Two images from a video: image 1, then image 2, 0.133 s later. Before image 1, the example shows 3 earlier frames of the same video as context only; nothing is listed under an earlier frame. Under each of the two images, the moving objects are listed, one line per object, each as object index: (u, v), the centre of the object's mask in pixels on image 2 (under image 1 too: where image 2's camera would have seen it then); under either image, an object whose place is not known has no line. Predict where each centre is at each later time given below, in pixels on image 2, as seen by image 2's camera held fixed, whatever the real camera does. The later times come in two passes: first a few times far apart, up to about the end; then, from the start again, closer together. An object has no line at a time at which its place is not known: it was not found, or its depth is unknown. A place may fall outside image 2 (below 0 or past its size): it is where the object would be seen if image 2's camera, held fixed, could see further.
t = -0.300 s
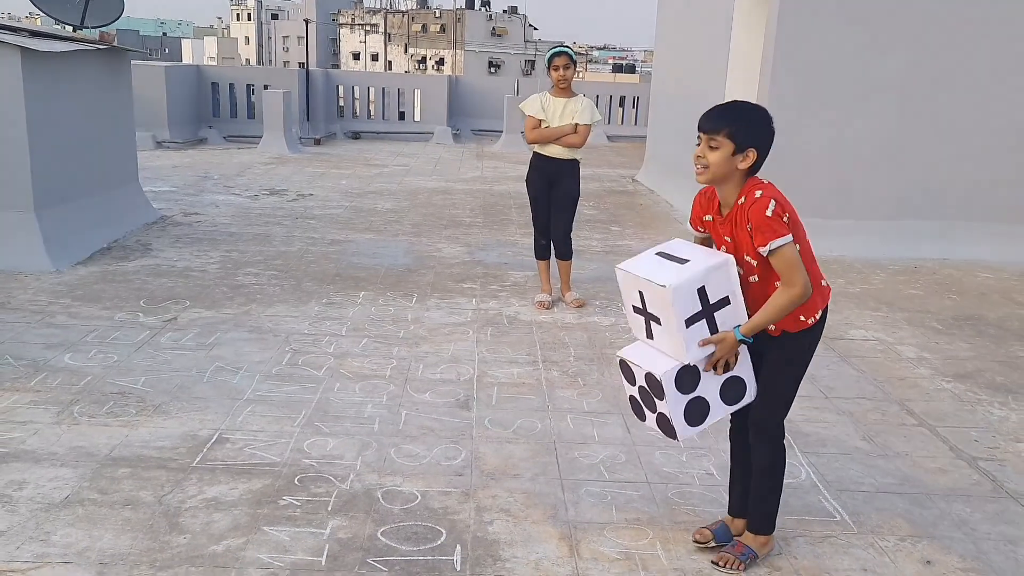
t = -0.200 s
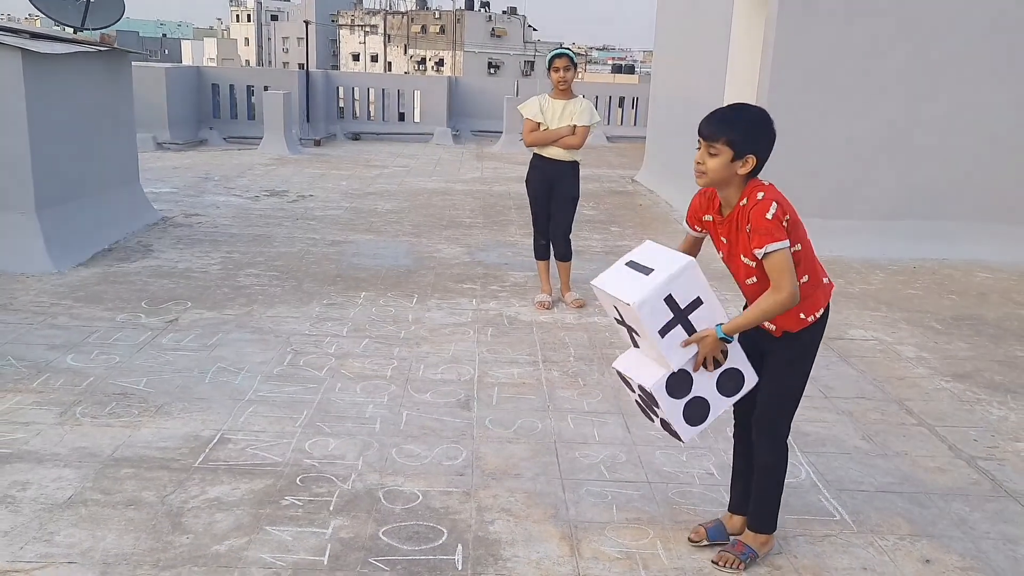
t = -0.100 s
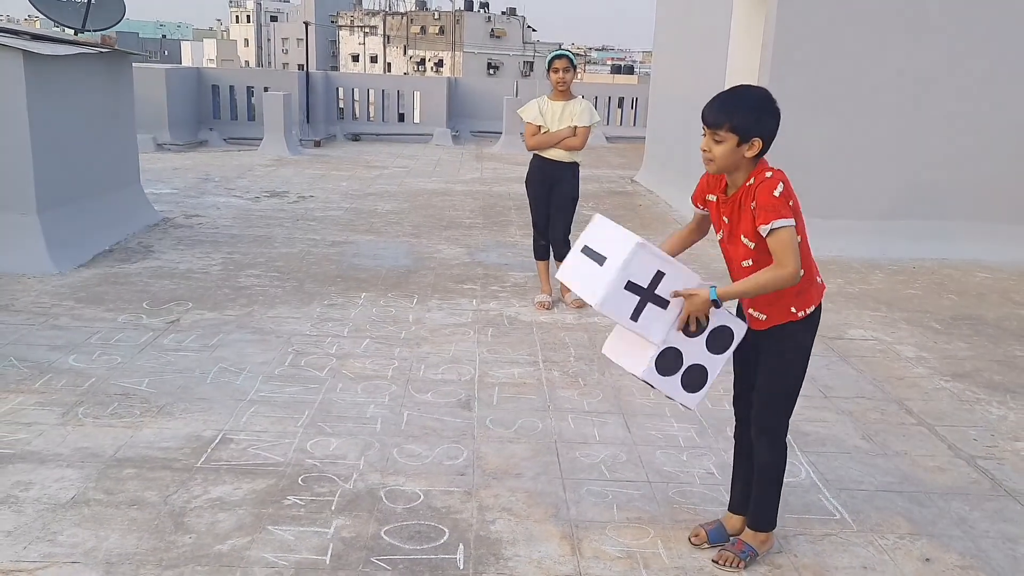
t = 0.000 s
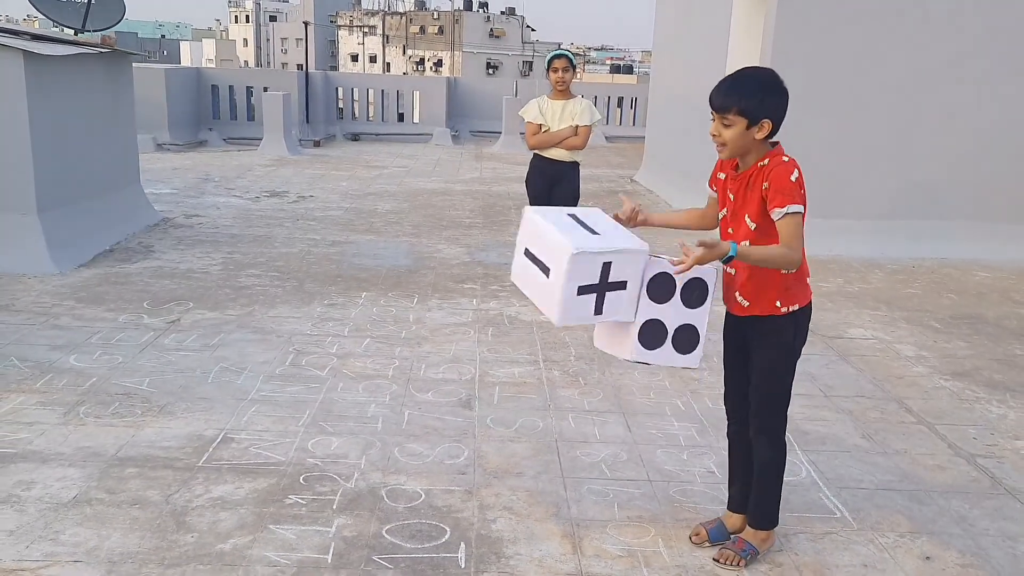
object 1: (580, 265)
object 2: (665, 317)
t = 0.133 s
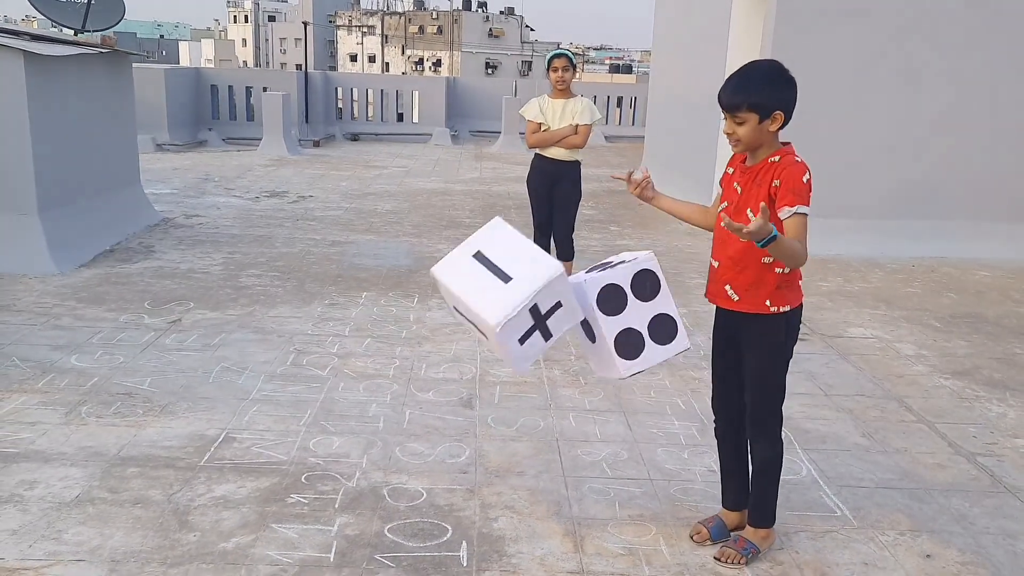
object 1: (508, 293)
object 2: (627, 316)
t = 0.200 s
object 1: (470, 332)
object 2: (610, 338)
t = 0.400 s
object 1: (367, 524)
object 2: (556, 490)
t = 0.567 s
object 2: (558, 516)
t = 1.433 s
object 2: (567, 544)
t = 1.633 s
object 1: (379, 532)
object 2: (567, 544)
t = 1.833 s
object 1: (379, 532)
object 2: (568, 544)
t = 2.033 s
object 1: (379, 532)
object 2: (568, 544)
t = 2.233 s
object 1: (379, 532)
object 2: (567, 544)
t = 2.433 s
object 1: (379, 532)
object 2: (568, 544)
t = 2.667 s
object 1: (379, 532)
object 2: (567, 545)
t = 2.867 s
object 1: (379, 533)
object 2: (567, 546)
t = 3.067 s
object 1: (379, 533)
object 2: (567, 546)
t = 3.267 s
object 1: (379, 533)
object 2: (568, 546)
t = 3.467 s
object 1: (379, 533)
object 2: (568, 546)
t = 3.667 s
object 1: (379, 532)
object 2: (568, 546)
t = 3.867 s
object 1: (379, 532)
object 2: (568, 546)
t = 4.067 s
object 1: (379, 532)
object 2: (568, 546)
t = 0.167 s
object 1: (489, 310)
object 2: (618, 325)
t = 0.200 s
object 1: (470, 332)
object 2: (610, 338)
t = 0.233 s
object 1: (451, 358)
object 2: (601, 354)
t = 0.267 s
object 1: (433, 387)
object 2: (592, 375)
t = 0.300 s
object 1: (416, 418)
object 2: (583, 400)
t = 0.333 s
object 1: (400, 453)
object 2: (574, 428)
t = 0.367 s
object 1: (383, 490)
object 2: (565, 457)
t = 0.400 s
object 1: (367, 524)
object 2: (556, 490)
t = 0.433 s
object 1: (364, 526)
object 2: (550, 518)
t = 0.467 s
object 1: (365, 521)
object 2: (559, 525)
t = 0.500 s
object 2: (560, 521)
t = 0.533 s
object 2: (559, 517)
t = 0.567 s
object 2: (558, 516)
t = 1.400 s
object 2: (566, 544)
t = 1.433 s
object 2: (567, 544)
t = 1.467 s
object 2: (567, 545)
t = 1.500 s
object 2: (567, 544)
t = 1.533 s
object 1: (379, 532)
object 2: (567, 544)
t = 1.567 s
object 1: (379, 532)
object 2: (568, 544)
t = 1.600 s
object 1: (379, 532)
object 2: (567, 544)
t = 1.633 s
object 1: (379, 532)
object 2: (567, 544)
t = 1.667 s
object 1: (379, 532)
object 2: (567, 544)
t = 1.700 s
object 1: (379, 532)
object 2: (567, 544)
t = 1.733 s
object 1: (379, 532)
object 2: (567, 544)
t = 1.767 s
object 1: (379, 532)
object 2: (567, 544)
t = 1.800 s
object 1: (379, 532)
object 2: (568, 544)
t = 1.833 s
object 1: (379, 532)
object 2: (568, 544)
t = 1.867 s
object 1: (379, 532)
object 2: (568, 544)
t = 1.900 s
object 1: (379, 532)
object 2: (567, 544)
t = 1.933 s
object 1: (379, 532)
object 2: (567, 544)
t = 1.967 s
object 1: (379, 532)
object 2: (567, 544)
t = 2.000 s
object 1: (379, 532)
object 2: (567, 544)
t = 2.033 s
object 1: (379, 532)
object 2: (568, 544)
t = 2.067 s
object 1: (379, 532)
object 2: (568, 544)
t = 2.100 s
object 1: (378, 532)
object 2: (567, 544)
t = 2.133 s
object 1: (379, 532)
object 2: (567, 544)
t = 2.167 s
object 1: (379, 532)
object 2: (567, 544)
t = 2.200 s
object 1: (379, 532)
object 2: (567, 544)
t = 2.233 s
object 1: (379, 532)
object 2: (567, 544)
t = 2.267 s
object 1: (379, 532)
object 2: (567, 544)
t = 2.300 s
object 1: (379, 532)
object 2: (567, 544)
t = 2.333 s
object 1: (379, 532)
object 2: (567, 544)
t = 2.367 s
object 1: (379, 531)
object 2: (567, 544)
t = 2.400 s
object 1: (379, 532)
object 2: (567, 544)
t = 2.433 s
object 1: (379, 532)
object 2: (568, 544)
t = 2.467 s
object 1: (379, 532)
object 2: (568, 545)
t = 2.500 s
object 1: (379, 532)
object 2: (568, 545)
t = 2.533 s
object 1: (379, 532)
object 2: (568, 545)
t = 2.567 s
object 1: (379, 532)
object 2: (567, 545)
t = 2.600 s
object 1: (379, 532)
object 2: (567, 545)
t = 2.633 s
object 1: (379, 532)
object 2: (567, 545)
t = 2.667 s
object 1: (379, 532)
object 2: (567, 545)
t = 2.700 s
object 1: (379, 532)
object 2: (567, 545)
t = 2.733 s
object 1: (379, 532)
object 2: (567, 545)
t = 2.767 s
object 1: (379, 532)
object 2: (567, 545)
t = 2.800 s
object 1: (379, 532)
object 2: (567, 545)
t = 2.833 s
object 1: (379, 532)
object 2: (567, 545)
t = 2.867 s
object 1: (379, 533)
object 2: (567, 546)
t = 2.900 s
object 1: (379, 533)
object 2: (567, 546)
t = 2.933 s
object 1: (379, 533)
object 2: (567, 546)
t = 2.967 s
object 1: (379, 533)
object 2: (567, 546)
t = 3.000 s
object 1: (379, 533)
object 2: (568, 546)
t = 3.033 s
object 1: (379, 533)
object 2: (567, 546)
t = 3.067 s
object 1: (379, 533)
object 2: (567, 546)
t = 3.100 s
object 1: (379, 533)
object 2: (568, 546)
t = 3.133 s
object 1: (379, 533)
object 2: (568, 546)
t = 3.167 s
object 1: (379, 533)
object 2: (568, 546)
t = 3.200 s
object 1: (379, 533)
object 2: (568, 546)
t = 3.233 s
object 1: (379, 533)
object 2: (568, 546)
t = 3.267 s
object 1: (379, 533)
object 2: (568, 546)
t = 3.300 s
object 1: (379, 533)
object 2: (568, 546)
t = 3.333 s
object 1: (379, 533)
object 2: (568, 546)
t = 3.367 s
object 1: (379, 533)
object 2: (568, 546)
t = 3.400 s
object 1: (379, 533)
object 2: (568, 546)
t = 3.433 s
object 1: (379, 533)
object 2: (568, 546)
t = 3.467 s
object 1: (379, 533)
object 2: (568, 546)
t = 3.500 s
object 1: (379, 533)
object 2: (568, 546)
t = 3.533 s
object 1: (379, 533)
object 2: (568, 546)
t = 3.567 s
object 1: (379, 532)
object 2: (568, 546)
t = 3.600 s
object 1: (379, 532)
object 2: (568, 546)
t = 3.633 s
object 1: (379, 532)
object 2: (568, 546)
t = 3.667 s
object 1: (379, 532)
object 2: (568, 546)
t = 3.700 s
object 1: (379, 532)
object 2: (568, 546)
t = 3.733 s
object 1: (379, 532)
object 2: (568, 546)
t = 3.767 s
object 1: (379, 532)
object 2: (568, 546)
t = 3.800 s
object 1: (379, 532)
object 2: (568, 546)
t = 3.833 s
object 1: (379, 532)
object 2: (568, 546)
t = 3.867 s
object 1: (379, 532)
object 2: (568, 546)
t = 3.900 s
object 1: (379, 532)
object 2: (568, 546)
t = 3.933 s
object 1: (379, 532)
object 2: (568, 546)
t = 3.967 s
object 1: (379, 532)
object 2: (568, 546)
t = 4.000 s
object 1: (379, 532)
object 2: (568, 546)
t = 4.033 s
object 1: (379, 532)
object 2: (568, 546)
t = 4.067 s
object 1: (379, 532)
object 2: (568, 546)
